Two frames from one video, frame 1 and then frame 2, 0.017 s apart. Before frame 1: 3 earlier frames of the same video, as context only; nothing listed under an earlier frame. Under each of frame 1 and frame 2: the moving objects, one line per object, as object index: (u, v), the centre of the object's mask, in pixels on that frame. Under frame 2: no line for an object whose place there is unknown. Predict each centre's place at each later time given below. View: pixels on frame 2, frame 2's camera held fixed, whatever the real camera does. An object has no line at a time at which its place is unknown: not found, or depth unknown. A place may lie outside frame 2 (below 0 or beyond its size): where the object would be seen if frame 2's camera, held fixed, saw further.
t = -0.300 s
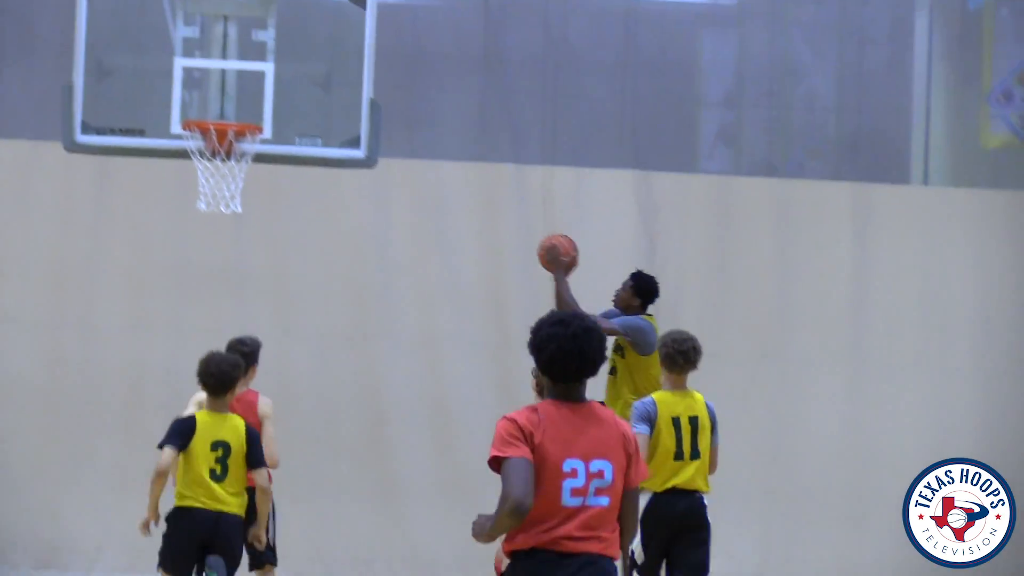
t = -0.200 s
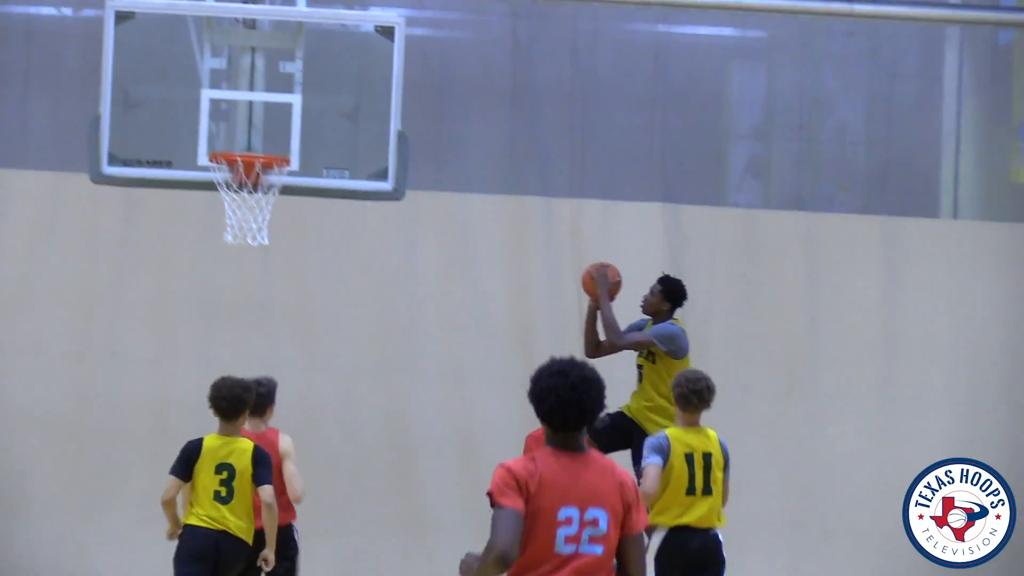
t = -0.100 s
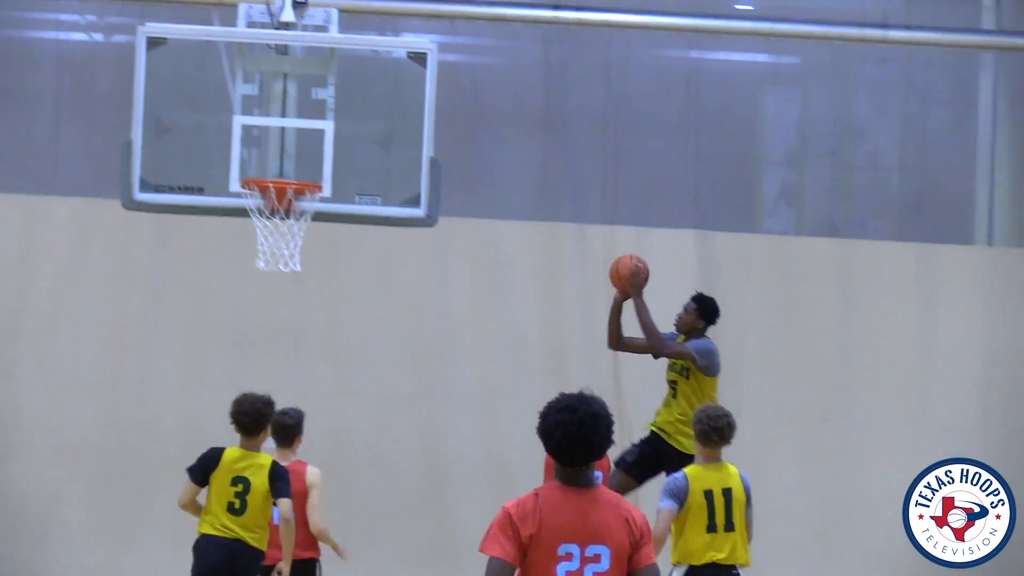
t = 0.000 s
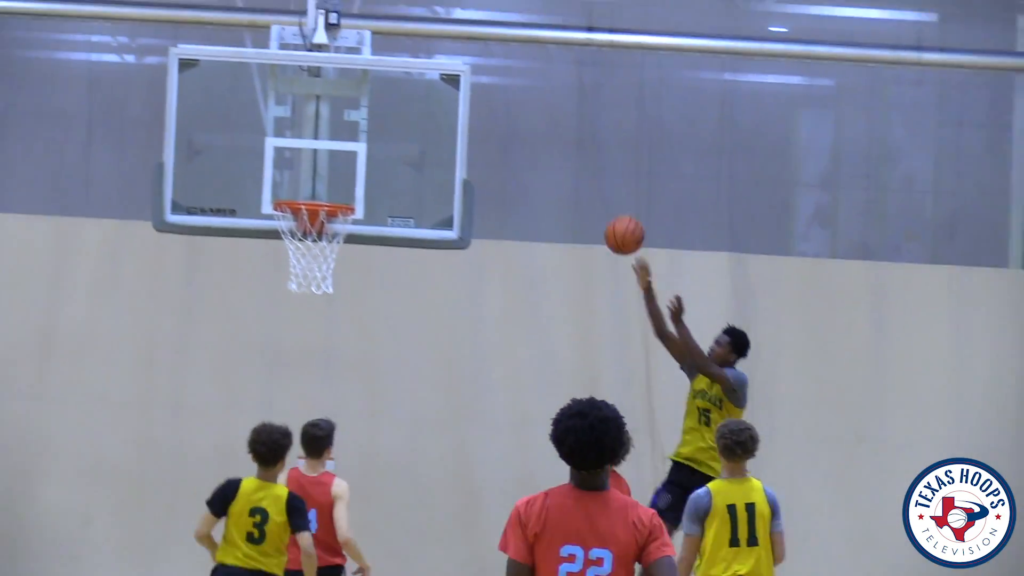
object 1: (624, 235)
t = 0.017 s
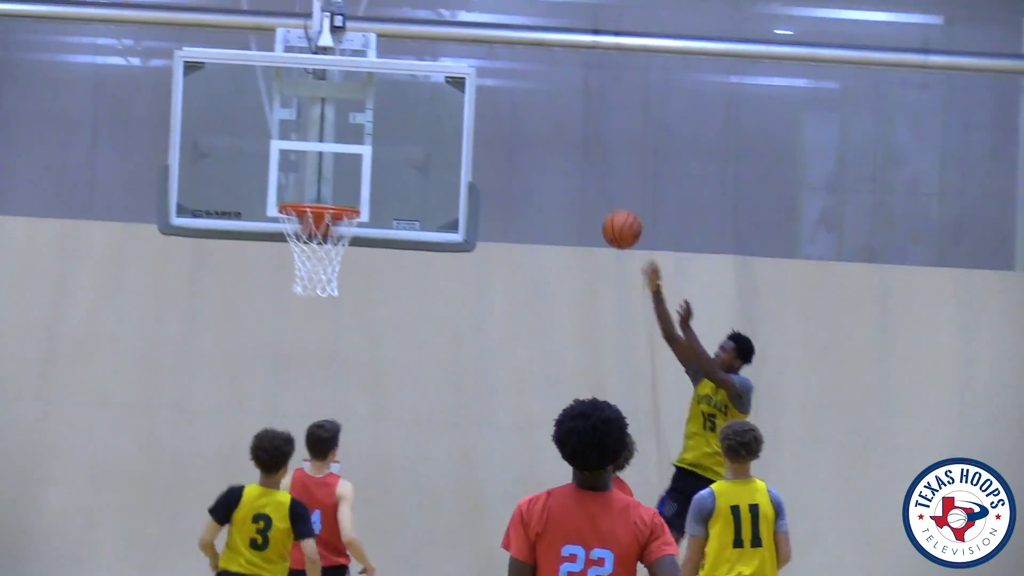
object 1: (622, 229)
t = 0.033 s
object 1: (612, 220)
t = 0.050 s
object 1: (604, 212)
